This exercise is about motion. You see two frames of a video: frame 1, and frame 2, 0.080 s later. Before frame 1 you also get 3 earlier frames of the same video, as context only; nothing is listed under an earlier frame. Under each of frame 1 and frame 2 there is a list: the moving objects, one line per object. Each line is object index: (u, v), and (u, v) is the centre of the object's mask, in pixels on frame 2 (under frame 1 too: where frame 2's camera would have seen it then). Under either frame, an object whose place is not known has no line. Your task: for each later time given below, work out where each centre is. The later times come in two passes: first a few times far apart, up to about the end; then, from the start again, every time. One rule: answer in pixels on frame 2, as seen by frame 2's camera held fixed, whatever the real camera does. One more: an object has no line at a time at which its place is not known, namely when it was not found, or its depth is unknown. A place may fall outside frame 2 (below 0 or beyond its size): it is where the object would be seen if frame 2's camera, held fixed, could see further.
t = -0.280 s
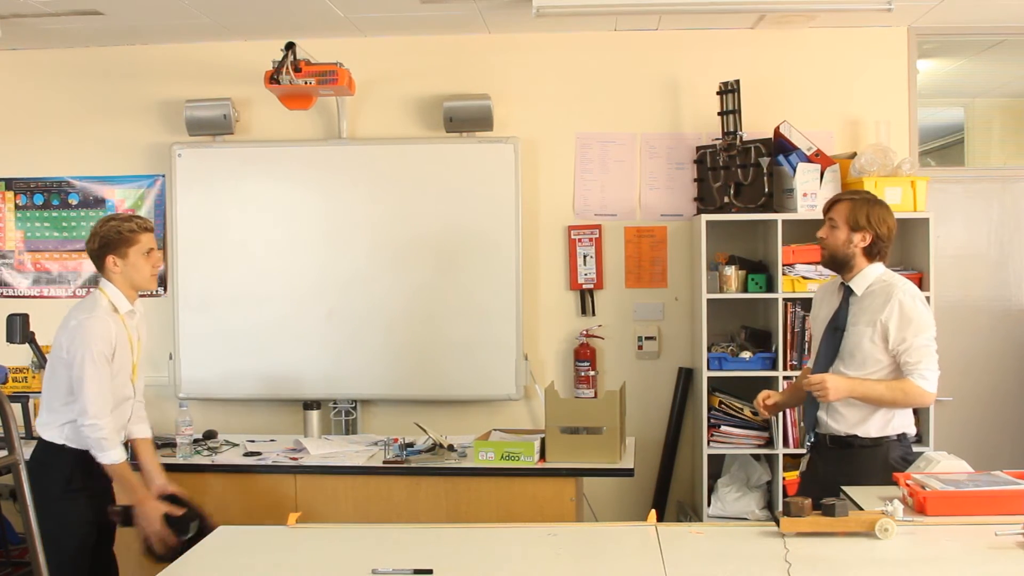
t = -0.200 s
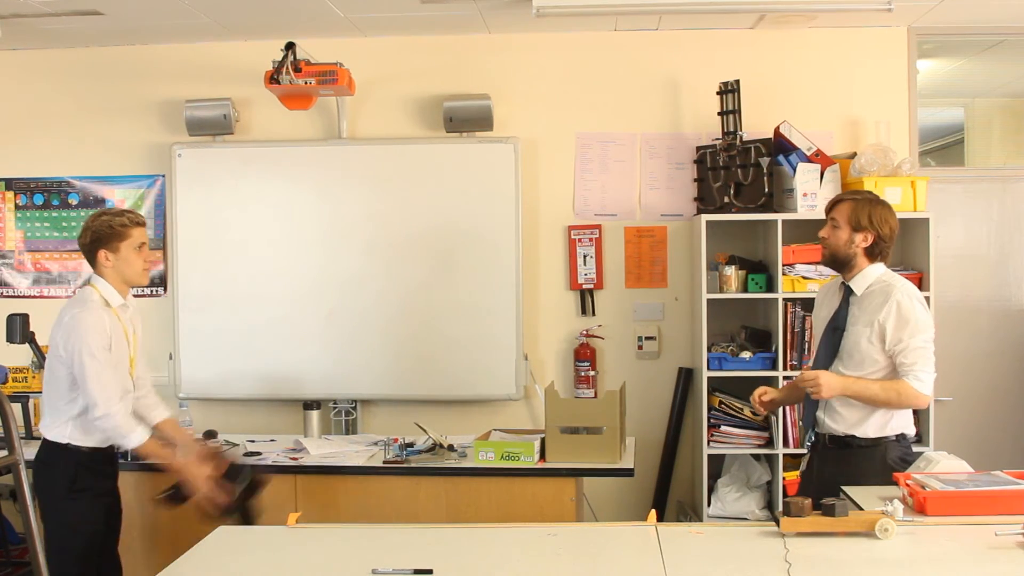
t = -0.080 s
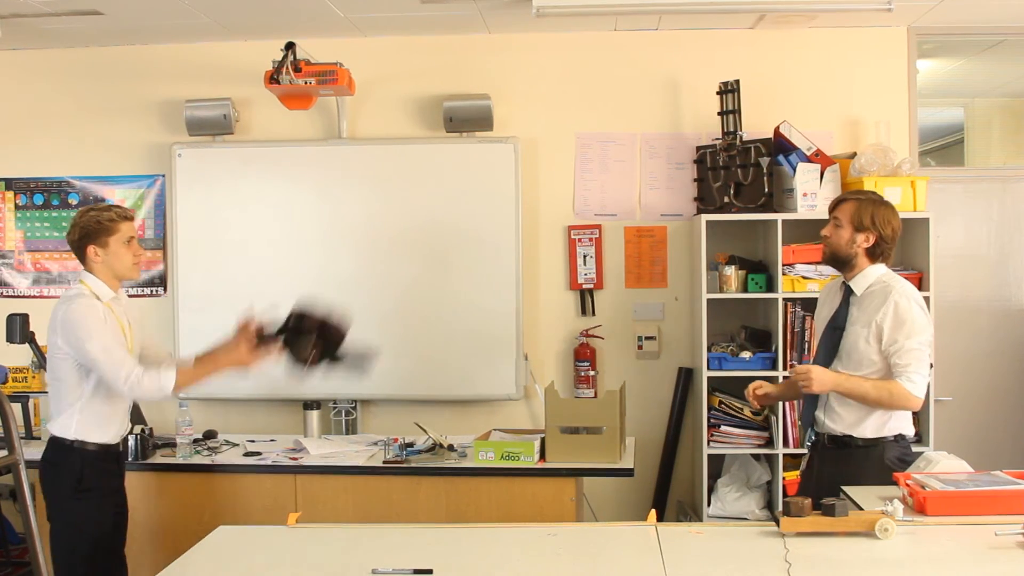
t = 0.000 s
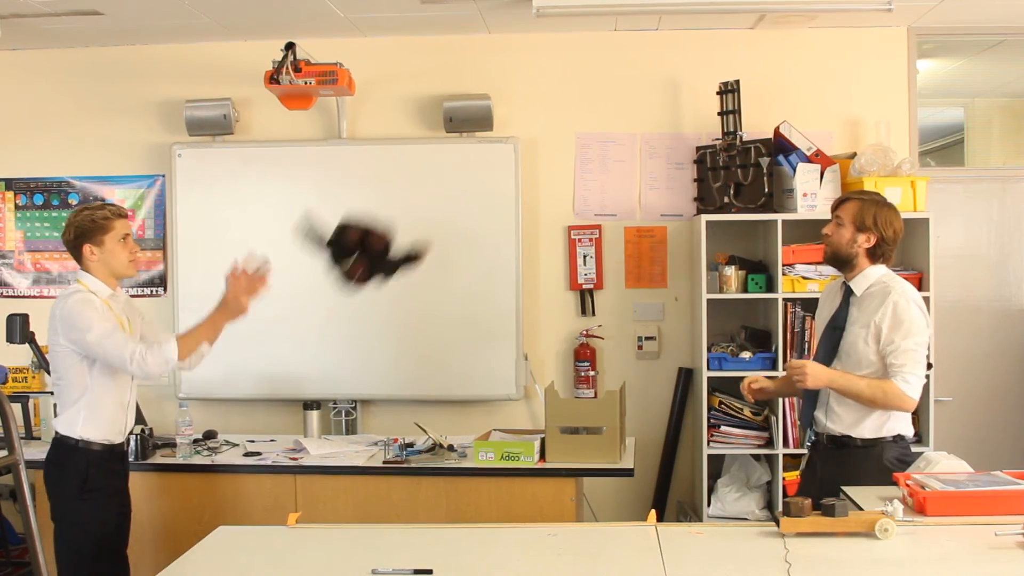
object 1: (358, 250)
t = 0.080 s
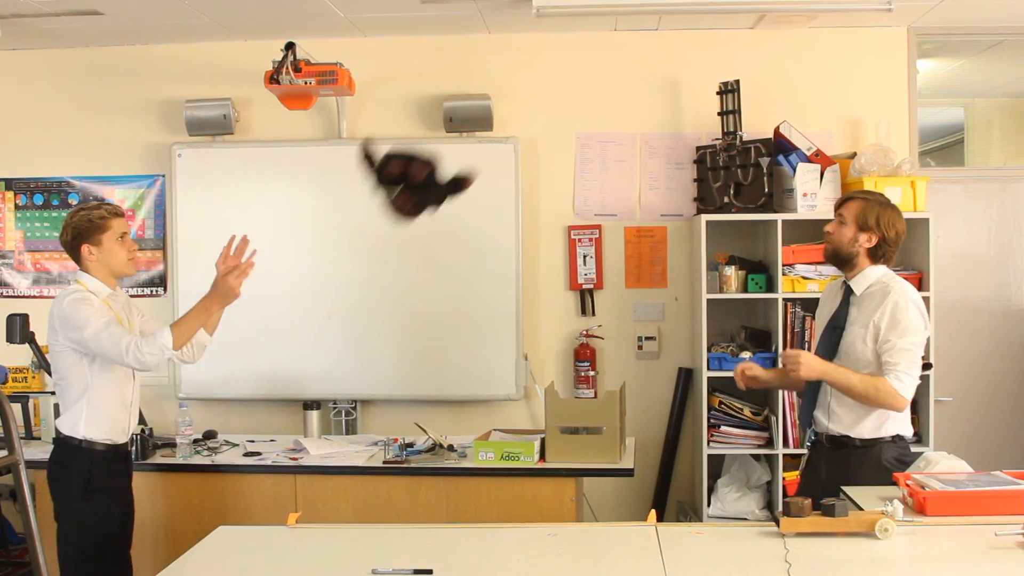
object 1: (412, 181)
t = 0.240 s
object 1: (509, 97)
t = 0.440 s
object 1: (635, 102)
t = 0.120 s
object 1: (436, 152)
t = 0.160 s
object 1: (461, 128)
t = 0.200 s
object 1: (484, 111)
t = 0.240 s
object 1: (509, 97)
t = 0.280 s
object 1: (535, 88)
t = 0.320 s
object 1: (560, 85)
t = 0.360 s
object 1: (586, 86)
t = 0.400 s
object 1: (610, 92)
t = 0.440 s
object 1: (635, 102)
